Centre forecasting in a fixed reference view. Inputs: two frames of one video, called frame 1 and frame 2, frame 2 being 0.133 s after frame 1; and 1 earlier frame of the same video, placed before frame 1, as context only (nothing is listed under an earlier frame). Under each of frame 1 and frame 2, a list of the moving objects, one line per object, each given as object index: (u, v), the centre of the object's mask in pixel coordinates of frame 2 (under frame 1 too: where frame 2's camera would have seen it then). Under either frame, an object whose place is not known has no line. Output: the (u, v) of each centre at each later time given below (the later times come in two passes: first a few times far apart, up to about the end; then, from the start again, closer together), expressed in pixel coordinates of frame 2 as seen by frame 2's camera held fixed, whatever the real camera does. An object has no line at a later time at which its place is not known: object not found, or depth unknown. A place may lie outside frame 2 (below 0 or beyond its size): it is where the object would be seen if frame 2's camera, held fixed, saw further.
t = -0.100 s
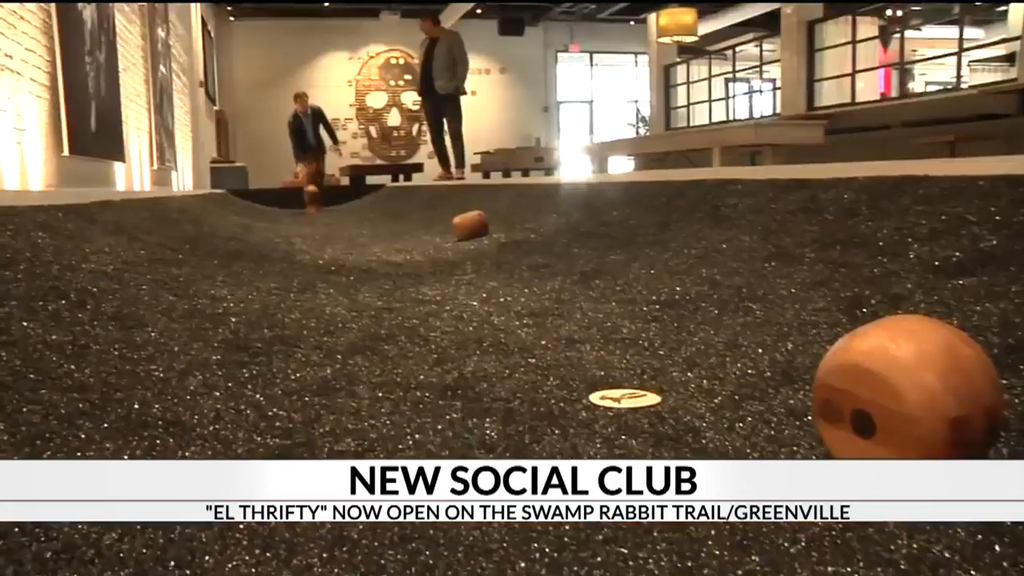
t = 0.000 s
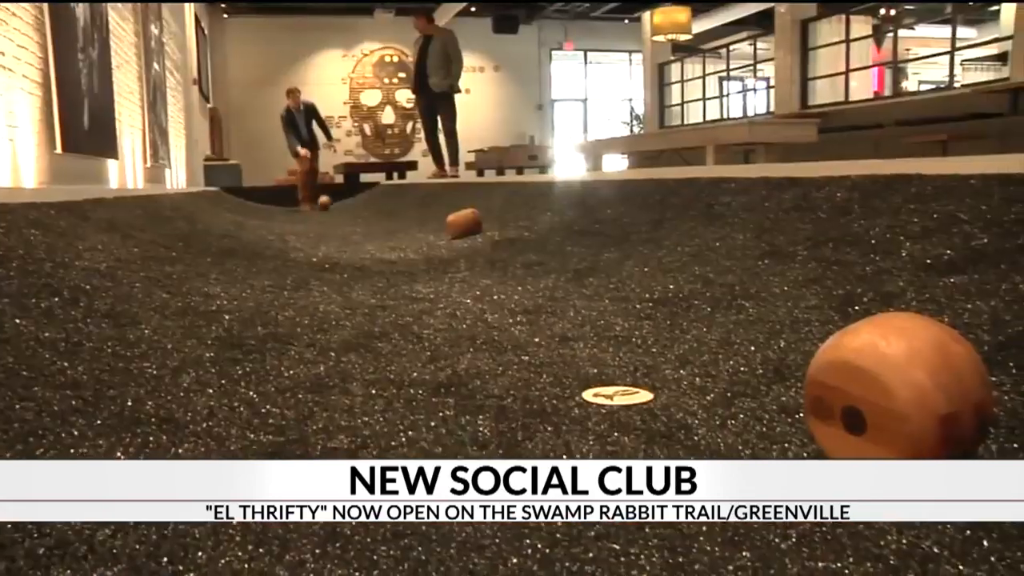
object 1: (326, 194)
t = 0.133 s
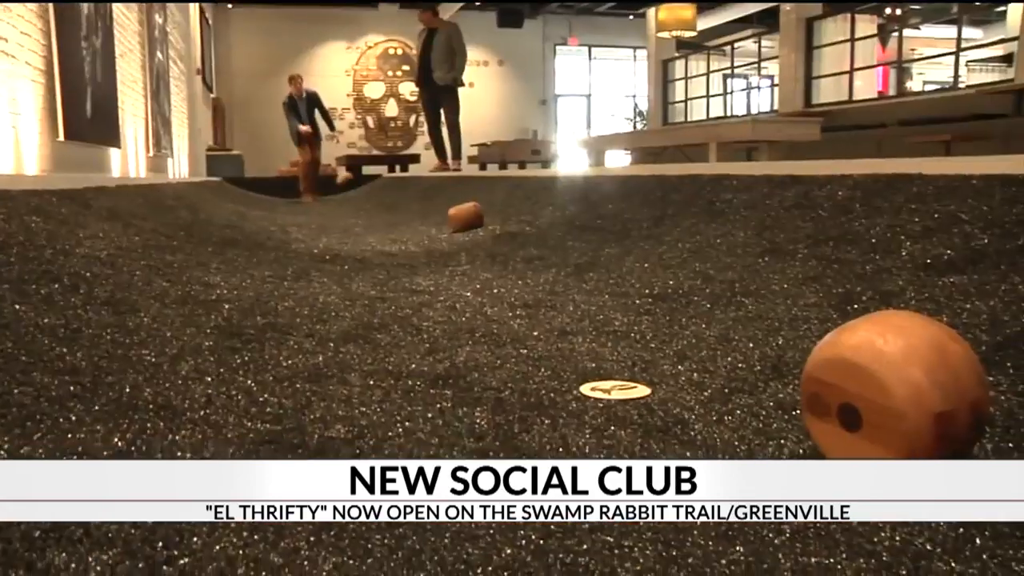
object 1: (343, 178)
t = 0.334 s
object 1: (376, 183)
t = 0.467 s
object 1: (390, 180)
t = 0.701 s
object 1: (411, 182)
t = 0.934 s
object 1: (419, 184)
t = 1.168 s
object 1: (414, 194)
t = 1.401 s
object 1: (392, 208)
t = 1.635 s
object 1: (359, 212)
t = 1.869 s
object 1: (321, 221)
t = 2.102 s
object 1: (283, 216)
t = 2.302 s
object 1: (263, 216)
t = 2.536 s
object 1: (264, 228)
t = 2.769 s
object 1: (301, 240)
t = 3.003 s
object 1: (376, 257)
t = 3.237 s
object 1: (479, 264)
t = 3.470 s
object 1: (593, 265)
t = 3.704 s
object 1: (696, 258)
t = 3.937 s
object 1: (772, 253)
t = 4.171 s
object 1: (814, 252)
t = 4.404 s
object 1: (808, 269)
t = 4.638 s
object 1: (741, 278)
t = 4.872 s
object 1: (661, 301)
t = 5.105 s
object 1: (604, 295)
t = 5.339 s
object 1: (561, 297)
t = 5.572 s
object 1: (531, 299)
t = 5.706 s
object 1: (516, 303)
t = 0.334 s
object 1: (376, 183)
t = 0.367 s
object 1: (382, 187)
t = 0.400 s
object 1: (386, 185)
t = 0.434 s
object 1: (388, 182)
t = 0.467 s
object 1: (390, 180)
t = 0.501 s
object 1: (393, 179)
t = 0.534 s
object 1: (398, 178)
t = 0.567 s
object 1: (400, 180)
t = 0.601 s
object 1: (403, 181)
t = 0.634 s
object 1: (407, 184)
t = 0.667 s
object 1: (410, 183)
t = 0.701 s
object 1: (411, 182)
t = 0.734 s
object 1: (413, 181)
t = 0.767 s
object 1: (414, 181)
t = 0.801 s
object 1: (416, 183)
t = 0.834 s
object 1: (417, 185)
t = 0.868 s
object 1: (418, 186)
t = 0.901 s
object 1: (419, 185)
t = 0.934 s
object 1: (419, 184)
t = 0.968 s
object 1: (419, 184)
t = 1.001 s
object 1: (419, 185)
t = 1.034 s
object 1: (420, 188)
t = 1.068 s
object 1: (420, 192)
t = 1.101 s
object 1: (419, 193)
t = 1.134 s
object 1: (416, 193)
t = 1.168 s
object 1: (414, 194)
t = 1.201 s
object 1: (412, 197)
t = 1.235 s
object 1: (410, 200)
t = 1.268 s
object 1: (406, 201)
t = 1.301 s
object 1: (402, 200)
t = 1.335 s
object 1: (400, 203)
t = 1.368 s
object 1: (397, 205)
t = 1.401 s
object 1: (392, 208)
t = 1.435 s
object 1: (388, 206)
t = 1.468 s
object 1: (384, 207)
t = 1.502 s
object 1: (379, 210)
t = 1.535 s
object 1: (374, 213)
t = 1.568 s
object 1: (369, 213)
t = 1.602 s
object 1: (364, 212)
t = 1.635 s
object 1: (359, 212)
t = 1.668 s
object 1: (354, 214)
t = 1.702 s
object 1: (349, 218)
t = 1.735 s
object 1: (343, 217)
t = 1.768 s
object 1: (338, 216)
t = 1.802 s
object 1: (331, 216)
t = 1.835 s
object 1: (326, 218)
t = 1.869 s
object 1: (321, 221)
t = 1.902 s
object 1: (314, 219)
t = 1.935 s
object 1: (308, 216)
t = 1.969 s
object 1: (303, 216)
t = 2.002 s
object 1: (297, 219)
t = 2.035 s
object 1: (292, 221)
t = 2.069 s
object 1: (287, 218)
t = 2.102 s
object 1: (283, 216)
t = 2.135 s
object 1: (278, 215)
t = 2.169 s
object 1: (274, 216)
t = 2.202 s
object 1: (270, 220)
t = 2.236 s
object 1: (267, 221)
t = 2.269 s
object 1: (265, 218)
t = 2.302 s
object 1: (263, 216)
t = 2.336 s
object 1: (260, 217)
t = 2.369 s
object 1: (259, 221)
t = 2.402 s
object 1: (259, 223)
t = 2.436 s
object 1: (260, 222)
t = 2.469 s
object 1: (262, 221)
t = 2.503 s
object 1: (263, 224)
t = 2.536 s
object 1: (264, 228)
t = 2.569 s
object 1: (267, 229)
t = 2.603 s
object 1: (271, 228)
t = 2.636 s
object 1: (277, 231)
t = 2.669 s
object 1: (282, 235)
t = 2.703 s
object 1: (288, 236)
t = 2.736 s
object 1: (294, 236)
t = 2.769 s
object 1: (301, 240)
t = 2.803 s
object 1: (310, 244)
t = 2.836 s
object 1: (319, 245)
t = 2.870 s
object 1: (329, 246)
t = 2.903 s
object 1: (340, 251)
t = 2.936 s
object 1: (350, 252)
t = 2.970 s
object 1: (363, 254)
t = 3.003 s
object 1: (376, 257)
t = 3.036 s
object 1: (390, 257)
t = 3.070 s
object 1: (403, 259)
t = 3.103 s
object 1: (418, 262)
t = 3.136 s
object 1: (432, 262)
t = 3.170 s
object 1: (447, 263)
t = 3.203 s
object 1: (463, 265)
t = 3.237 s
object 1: (479, 264)
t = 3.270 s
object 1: (496, 265)
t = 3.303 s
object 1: (511, 266)
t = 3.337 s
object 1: (527, 266)
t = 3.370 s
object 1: (544, 266)
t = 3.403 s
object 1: (560, 265)
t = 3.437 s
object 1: (577, 266)
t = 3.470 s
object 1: (593, 265)
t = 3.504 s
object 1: (609, 265)
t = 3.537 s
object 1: (625, 263)
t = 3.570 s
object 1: (639, 262)
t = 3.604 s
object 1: (654, 261)
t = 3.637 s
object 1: (668, 260)
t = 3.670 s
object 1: (682, 259)
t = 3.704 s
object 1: (696, 258)
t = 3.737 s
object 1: (708, 257)
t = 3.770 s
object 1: (721, 256)
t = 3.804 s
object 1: (731, 256)
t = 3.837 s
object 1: (743, 254)
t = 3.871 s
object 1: (753, 253)
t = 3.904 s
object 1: (763, 253)
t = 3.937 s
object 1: (772, 253)
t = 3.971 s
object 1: (780, 252)
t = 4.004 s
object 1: (787, 252)
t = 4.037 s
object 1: (795, 252)
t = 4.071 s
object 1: (800, 252)
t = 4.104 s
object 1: (806, 252)
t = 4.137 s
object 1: (810, 252)
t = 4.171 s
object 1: (814, 252)
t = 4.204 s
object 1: (817, 253)
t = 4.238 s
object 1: (819, 254)
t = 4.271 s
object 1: (819, 256)
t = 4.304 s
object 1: (819, 257)
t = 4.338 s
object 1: (817, 259)
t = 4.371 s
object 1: (813, 264)
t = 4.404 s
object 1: (808, 269)
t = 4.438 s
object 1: (801, 273)
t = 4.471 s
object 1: (791, 275)
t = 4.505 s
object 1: (782, 274)
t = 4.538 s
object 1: (772, 274)
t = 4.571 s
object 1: (762, 274)
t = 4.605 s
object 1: (752, 277)
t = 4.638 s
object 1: (741, 278)
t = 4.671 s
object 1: (731, 280)
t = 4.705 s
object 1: (720, 282)
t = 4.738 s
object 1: (709, 283)
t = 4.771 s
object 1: (698, 283)
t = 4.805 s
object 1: (685, 287)
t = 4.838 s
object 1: (673, 294)
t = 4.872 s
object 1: (661, 301)
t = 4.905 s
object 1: (650, 298)
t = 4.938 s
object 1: (641, 295)
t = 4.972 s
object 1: (632, 297)
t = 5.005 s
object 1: (625, 295)
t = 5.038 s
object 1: (618, 294)
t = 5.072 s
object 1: (611, 295)
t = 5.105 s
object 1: (604, 295)
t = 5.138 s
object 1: (597, 295)
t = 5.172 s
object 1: (590, 296)
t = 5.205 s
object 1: (583, 296)
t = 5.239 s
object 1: (577, 297)
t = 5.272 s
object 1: (572, 297)
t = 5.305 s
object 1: (567, 296)
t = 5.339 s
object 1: (561, 297)
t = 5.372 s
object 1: (557, 296)
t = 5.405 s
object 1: (552, 297)
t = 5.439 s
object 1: (548, 297)
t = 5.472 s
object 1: (543, 298)
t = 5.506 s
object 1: (540, 298)
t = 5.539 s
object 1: (535, 298)
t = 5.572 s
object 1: (531, 299)
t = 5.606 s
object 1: (526, 300)
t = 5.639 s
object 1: (522, 301)
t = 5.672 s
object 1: (518, 303)
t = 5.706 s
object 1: (516, 303)
